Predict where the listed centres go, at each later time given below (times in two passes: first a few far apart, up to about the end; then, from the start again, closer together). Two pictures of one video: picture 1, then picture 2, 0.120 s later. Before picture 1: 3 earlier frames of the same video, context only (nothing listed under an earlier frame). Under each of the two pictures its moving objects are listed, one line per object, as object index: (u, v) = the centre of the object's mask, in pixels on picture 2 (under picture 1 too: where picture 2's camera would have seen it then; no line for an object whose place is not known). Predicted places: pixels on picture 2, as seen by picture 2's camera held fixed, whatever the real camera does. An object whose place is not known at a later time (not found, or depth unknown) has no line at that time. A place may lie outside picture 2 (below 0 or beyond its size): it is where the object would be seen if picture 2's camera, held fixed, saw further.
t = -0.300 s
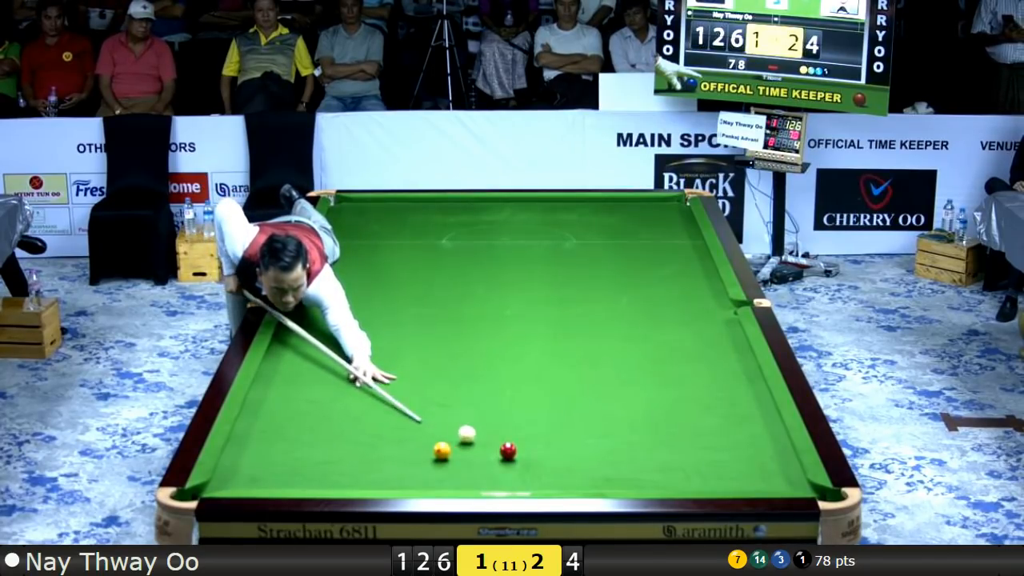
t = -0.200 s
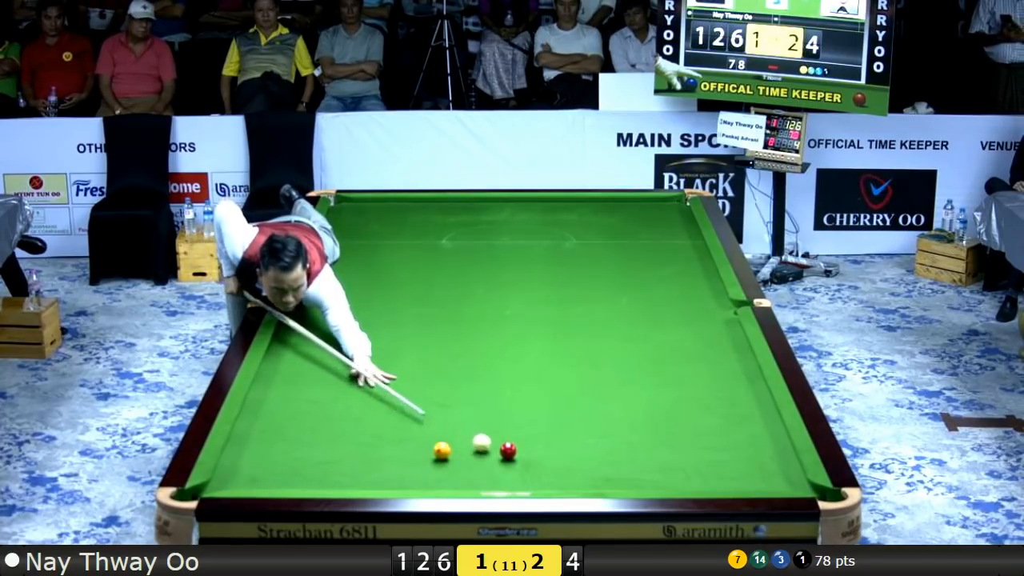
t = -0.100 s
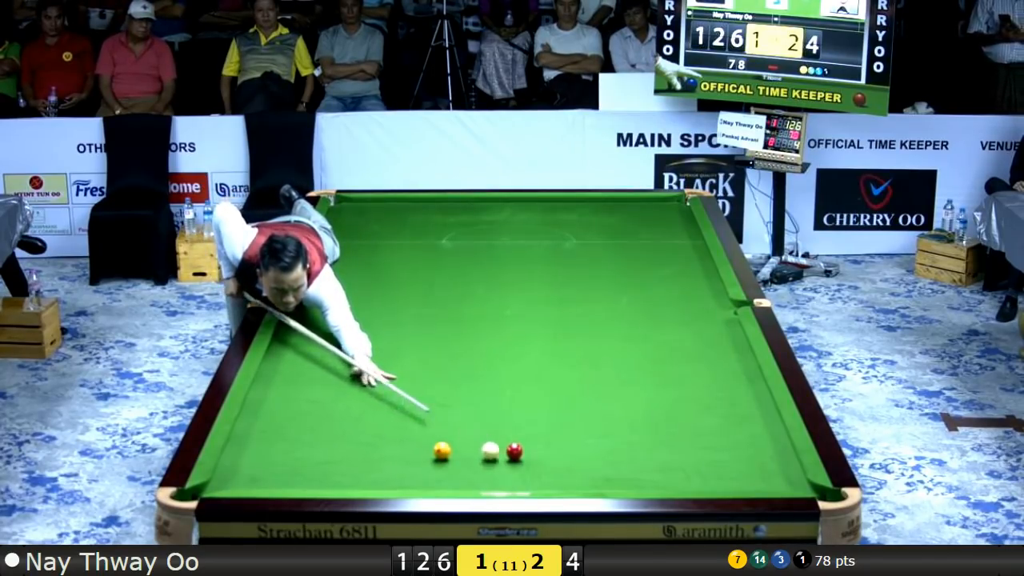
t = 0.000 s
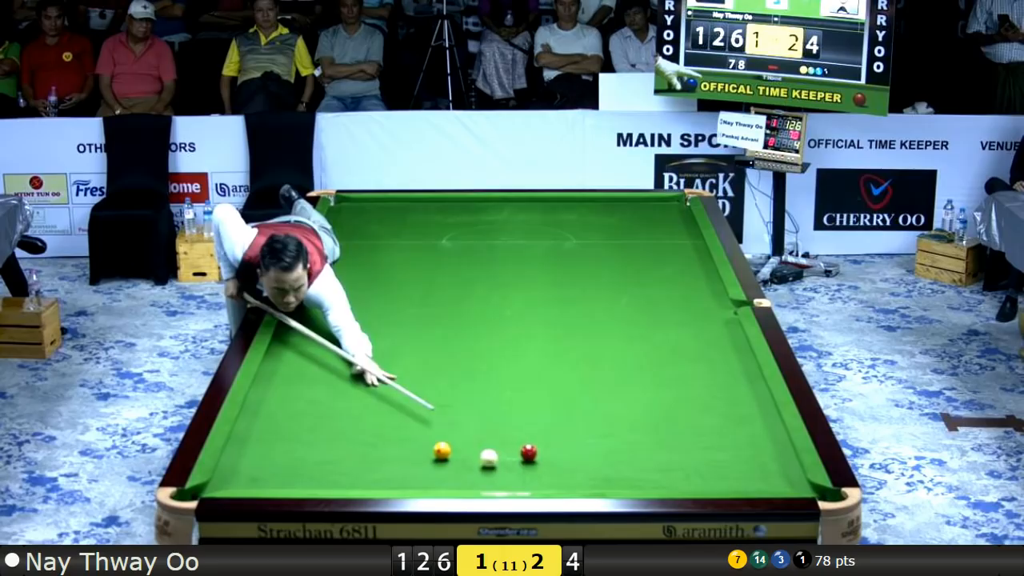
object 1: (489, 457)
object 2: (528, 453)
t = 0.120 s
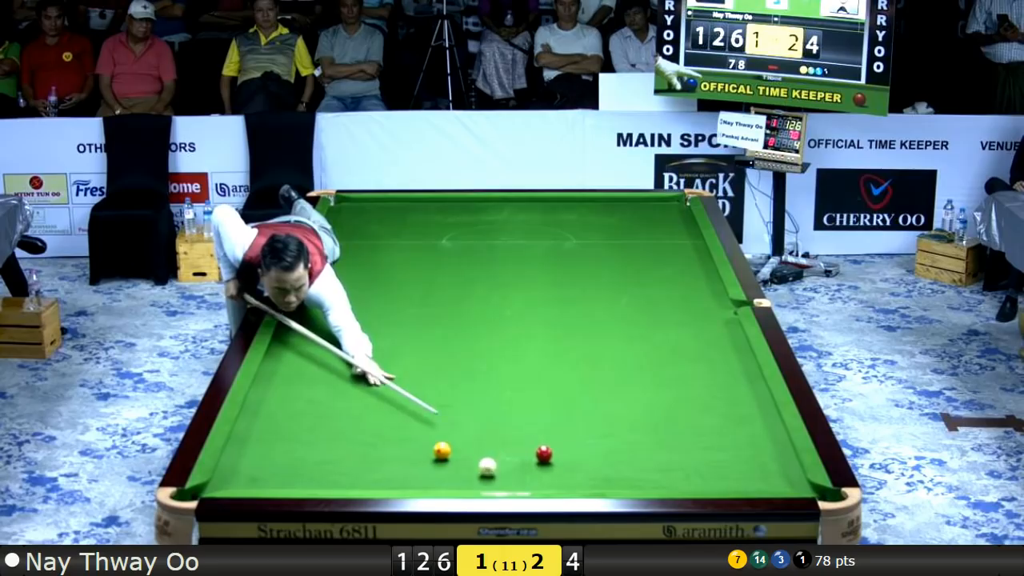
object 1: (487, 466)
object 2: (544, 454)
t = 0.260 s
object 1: (485, 476)
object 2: (561, 456)
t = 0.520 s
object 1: (478, 483)
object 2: (593, 458)
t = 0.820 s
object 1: (462, 473)
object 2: (627, 462)
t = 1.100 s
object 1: (449, 463)
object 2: (657, 465)
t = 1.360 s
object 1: (437, 456)
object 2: (683, 467)
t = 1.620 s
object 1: (427, 455)
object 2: (707, 469)
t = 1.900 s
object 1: (419, 453)
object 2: (731, 471)
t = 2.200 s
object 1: (412, 452)
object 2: (753, 474)
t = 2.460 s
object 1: (408, 451)
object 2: (772, 476)
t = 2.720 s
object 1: (406, 450)
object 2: (788, 478)
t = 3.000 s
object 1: (405, 451)
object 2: (796, 479)
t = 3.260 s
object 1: (405, 451)
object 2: (790, 480)
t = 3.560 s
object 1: (405, 451)
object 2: (784, 480)
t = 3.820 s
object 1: (405, 451)
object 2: (781, 481)
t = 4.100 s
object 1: (405, 451)
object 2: (780, 481)
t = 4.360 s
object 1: (405, 451)
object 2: (780, 481)
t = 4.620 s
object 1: (405, 451)
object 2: (781, 481)
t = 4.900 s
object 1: (405, 451)
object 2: (781, 481)
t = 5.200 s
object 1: (405, 451)
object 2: (781, 481)
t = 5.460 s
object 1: (405, 451)
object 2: (780, 481)
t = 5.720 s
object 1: (405, 451)
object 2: (780, 481)
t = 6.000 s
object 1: (405, 451)
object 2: (780, 481)
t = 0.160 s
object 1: (486, 469)
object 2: (549, 454)
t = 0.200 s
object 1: (486, 472)
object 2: (554, 455)
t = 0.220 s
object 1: (486, 473)
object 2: (556, 455)
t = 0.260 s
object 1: (485, 476)
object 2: (561, 456)
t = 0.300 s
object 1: (485, 479)
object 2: (566, 456)
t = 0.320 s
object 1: (484, 480)
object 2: (569, 456)
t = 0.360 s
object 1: (484, 482)
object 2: (574, 457)
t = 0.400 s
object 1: (484, 484)
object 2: (578, 457)
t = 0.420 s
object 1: (483, 485)
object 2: (581, 457)
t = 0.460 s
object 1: (482, 486)
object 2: (586, 458)
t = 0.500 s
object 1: (480, 484)
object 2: (591, 458)
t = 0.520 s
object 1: (478, 483)
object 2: (593, 458)
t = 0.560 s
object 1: (476, 482)
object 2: (597, 459)
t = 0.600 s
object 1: (474, 481)
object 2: (602, 460)
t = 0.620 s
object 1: (473, 481)
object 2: (604, 460)
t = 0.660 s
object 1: (471, 480)
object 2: (609, 460)
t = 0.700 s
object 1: (469, 478)
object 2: (613, 461)
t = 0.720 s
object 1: (468, 477)
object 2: (616, 461)
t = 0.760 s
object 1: (466, 475)
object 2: (620, 461)
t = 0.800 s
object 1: (464, 474)
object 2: (625, 462)
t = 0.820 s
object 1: (462, 473)
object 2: (627, 462)
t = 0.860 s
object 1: (460, 472)
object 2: (631, 462)
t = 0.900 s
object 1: (458, 470)
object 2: (636, 463)
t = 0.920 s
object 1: (458, 470)
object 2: (638, 463)
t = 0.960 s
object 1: (455, 468)
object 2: (642, 463)
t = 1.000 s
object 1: (453, 467)
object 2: (646, 464)
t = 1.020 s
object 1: (452, 466)
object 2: (649, 464)
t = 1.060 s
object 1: (451, 464)
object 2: (653, 464)
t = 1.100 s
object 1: (449, 463)
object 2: (657, 465)
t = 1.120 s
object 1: (448, 463)
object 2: (659, 465)
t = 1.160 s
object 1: (446, 461)
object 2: (663, 465)
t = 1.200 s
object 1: (444, 460)
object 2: (667, 465)
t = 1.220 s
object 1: (443, 459)
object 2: (669, 466)
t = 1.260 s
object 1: (442, 458)
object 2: (673, 466)
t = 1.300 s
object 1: (440, 457)
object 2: (677, 466)
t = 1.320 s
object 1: (439, 457)
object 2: (679, 467)
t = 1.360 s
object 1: (437, 456)
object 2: (683, 467)
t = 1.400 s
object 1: (436, 456)
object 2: (687, 467)
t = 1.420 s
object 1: (435, 456)
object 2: (688, 467)
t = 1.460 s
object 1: (433, 456)
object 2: (692, 468)
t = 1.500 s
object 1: (432, 455)
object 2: (696, 468)
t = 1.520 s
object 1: (431, 455)
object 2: (698, 468)
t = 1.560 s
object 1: (429, 455)
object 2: (701, 469)
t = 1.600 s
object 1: (428, 455)
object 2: (705, 469)
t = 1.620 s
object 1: (427, 455)
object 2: (707, 469)
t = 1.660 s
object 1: (426, 455)
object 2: (710, 469)
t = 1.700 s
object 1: (425, 454)
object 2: (714, 470)
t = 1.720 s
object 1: (424, 454)
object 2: (715, 470)
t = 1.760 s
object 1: (423, 454)
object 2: (719, 470)
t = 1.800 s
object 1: (422, 454)
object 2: (722, 471)
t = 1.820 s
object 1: (421, 454)
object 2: (724, 471)
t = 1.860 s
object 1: (420, 454)
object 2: (727, 471)
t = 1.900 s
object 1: (419, 453)
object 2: (731, 471)
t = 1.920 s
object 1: (418, 453)
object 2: (732, 471)
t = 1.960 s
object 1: (417, 453)
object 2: (735, 472)
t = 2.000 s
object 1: (416, 453)
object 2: (738, 472)
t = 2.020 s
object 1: (416, 453)
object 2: (740, 472)
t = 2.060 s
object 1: (415, 452)
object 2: (743, 473)
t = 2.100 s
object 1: (414, 452)
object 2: (746, 473)
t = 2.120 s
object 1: (414, 452)
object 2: (748, 473)
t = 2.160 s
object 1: (413, 452)
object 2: (751, 474)
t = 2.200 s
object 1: (412, 452)
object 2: (753, 474)
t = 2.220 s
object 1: (412, 452)
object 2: (755, 474)
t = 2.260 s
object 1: (411, 451)
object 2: (758, 474)
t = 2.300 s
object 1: (410, 451)
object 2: (761, 475)
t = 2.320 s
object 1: (410, 451)
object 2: (762, 475)
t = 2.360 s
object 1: (409, 451)
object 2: (765, 475)
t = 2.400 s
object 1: (409, 451)
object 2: (768, 475)
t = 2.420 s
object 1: (408, 451)
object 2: (769, 475)
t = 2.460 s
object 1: (408, 451)
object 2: (772, 476)
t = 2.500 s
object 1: (408, 451)
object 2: (774, 476)
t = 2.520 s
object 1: (407, 451)
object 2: (776, 476)
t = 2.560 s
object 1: (407, 450)
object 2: (778, 476)
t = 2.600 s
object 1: (406, 450)
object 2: (780, 477)
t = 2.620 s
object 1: (406, 450)
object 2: (782, 477)
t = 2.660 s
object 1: (406, 450)
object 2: (784, 477)
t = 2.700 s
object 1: (406, 450)
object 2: (787, 477)
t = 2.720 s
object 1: (406, 450)
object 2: (788, 478)
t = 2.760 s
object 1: (405, 450)
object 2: (790, 478)
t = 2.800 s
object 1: (405, 450)
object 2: (792, 478)
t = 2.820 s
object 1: (405, 450)
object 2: (793, 478)
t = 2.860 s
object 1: (405, 450)
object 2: (795, 479)
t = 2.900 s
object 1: (405, 451)
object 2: (798, 479)
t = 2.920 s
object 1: (405, 451)
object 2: (798, 479)
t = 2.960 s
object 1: (405, 451)
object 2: (797, 479)
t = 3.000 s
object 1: (405, 451)
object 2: (796, 479)
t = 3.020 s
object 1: (405, 451)
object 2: (796, 479)
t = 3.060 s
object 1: (405, 451)
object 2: (795, 480)
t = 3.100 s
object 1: (405, 451)
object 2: (794, 480)
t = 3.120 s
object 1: (405, 451)
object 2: (793, 480)
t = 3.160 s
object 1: (405, 451)
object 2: (792, 479)
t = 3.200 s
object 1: (405, 451)
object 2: (791, 479)
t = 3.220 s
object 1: (405, 451)
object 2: (791, 480)
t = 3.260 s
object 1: (405, 451)
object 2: (790, 480)
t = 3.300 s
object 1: (405, 451)
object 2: (789, 480)
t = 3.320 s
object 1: (405, 451)
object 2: (789, 480)
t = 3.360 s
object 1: (405, 451)
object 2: (788, 480)
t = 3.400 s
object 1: (405, 451)
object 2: (787, 480)
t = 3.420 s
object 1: (405, 450)
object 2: (787, 480)
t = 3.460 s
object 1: (405, 451)
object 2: (786, 480)
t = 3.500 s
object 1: (405, 451)
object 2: (785, 480)
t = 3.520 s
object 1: (405, 451)
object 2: (785, 480)
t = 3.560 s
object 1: (405, 451)
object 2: (784, 480)
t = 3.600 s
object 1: (405, 451)
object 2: (784, 480)
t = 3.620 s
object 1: (405, 451)
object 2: (783, 480)
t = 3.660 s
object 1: (405, 451)
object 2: (783, 481)
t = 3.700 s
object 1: (405, 451)
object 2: (782, 481)
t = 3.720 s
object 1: (405, 450)
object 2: (782, 481)
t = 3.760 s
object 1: (405, 450)
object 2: (782, 481)
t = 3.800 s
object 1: (405, 451)
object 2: (782, 481)
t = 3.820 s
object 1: (405, 451)
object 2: (781, 481)
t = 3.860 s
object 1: (405, 450)
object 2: (781, 480)
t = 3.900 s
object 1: (405, 451)
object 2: (781, 481)
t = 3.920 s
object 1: (405, 451)
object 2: (781, 481)
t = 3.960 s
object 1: (405, 451)
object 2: (780, 481)
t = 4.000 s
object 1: (405, 450)
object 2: (780, 481)
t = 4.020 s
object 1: (405, 451)
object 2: (780, 481)
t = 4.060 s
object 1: (405, 451)
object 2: (780, 481)
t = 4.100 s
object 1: (405, 451)
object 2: (780, 481)
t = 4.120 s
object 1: (405, 451)
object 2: (780, 481)
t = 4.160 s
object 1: (405, 451)
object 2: (780, 481)
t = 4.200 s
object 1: (405, 451)
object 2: (780, 481)
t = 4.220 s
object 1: (405, 451)
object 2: (780, 481)
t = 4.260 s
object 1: (405, 451)
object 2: (780, 481)
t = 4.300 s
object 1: (405, 451)
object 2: (780, 481)
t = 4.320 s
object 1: (405, 451)
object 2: (780, 481)
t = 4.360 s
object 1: (405, 451)
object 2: (780, 481)
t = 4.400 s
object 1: (405, 451)
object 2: (780, 481)
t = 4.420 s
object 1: (405, 451)
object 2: (780, 481)
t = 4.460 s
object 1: (405, 451)
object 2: (780, 481)
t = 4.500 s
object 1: (405, 451)
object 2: (781, 481)
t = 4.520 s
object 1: (405, 451)
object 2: (781, 481)
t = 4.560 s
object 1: (405, 451)
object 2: (781, 481)
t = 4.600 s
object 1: (405, 451)
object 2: (781, 481)
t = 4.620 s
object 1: (405, 451)
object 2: (781, 481)
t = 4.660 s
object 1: (405, 451)
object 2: (781, 481)
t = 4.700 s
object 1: (405, 451)
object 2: (781, 481)
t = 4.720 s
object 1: (405, 451)
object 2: (781, 481)
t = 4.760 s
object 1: (405, 451)
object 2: (781, 481)
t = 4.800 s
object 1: (405, 451)
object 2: (781, 481)
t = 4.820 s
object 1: (405, 451)
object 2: (781, 481)
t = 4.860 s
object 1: (405, 451)
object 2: (781, 481)
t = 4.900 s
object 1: (405, 451)
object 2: (781, 481)
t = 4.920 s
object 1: (405, 451)
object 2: (781, 481)
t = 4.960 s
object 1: (405, 451)
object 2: (781, 481)
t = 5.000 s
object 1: (405, 451)
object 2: (781, 481)
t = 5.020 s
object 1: (405, 451)
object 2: (781, 481)
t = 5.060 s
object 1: (405, 451)
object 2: (781, 481)
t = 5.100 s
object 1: (405, 451)
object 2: (781, 481)
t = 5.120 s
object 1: (405, 451)
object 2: (781, 481)
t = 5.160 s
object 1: (405, 451)
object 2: (780, 481)
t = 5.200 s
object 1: (405, 451)
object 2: (781, 481)
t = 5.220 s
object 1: (405, 451)
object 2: (781, 481)
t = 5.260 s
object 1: (405, 451)
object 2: (781, 481)
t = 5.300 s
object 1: (405, 451)
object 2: (781, 481)
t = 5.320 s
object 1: (405, 451)
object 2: (780, 481)
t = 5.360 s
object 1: (405, 451)
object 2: (781, 481)
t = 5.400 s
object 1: (405, 451)
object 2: (781, 481)
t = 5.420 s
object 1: (405, 451)
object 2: (780, 481)
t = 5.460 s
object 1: (405, 451)
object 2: (780, 481)
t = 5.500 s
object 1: (405, 451)
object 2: (780, 481)
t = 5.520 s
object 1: (405, 451)
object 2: (780, 481)
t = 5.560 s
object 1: (405, 451)
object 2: (780, 481)
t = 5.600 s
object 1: (405, 451)
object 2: (781, 481)
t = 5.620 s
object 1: (405, 451)
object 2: (780, 481)
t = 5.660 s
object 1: (405, 451)
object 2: (780, 481)
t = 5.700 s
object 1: (405, 451)
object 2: (780, 481)
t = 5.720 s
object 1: (405, 451)
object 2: (780, 481)
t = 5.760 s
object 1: (405, 451)
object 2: (780, 481)
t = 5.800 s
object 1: (405, 451)
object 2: (781, 481)
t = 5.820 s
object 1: (405, 451)
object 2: (780, 481)
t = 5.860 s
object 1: (405, 451)
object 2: (780, 481)
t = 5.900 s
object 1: (405, 451)
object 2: (780, 481)
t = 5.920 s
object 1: (405, 451)
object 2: (780, 481)
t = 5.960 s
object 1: (405, 451)
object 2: (781, 481)
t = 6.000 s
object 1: (405, 451)
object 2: (780, 481)
